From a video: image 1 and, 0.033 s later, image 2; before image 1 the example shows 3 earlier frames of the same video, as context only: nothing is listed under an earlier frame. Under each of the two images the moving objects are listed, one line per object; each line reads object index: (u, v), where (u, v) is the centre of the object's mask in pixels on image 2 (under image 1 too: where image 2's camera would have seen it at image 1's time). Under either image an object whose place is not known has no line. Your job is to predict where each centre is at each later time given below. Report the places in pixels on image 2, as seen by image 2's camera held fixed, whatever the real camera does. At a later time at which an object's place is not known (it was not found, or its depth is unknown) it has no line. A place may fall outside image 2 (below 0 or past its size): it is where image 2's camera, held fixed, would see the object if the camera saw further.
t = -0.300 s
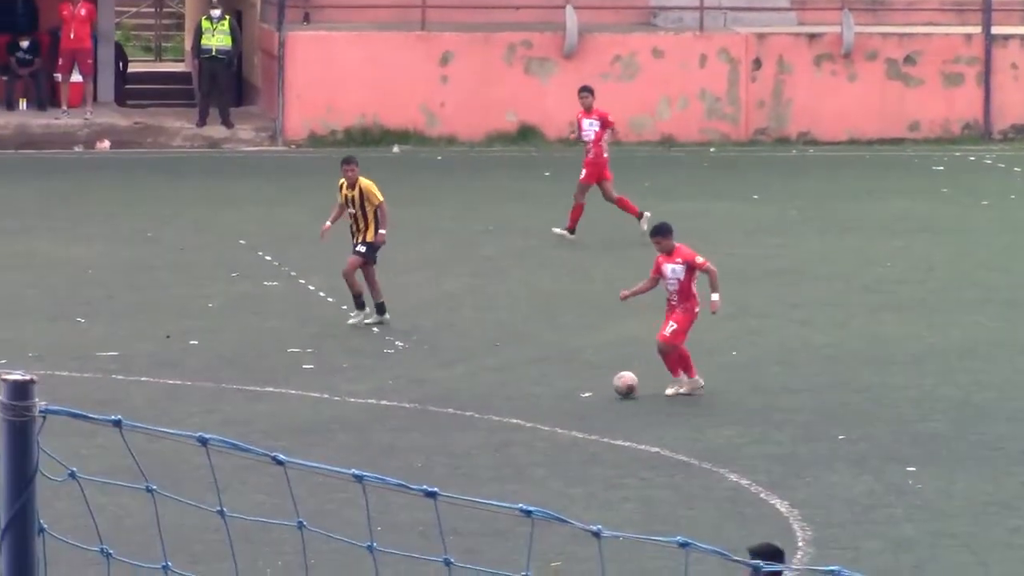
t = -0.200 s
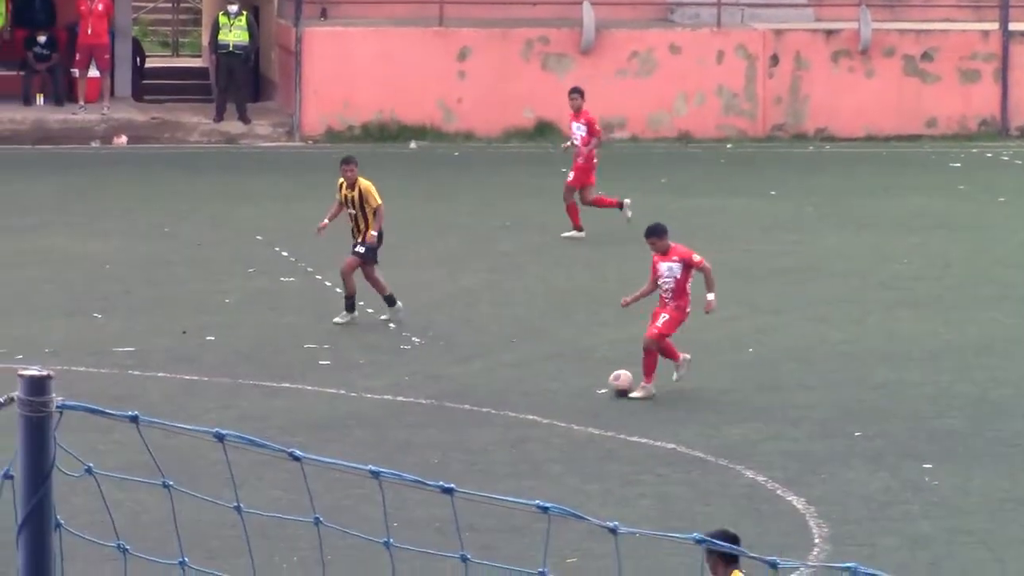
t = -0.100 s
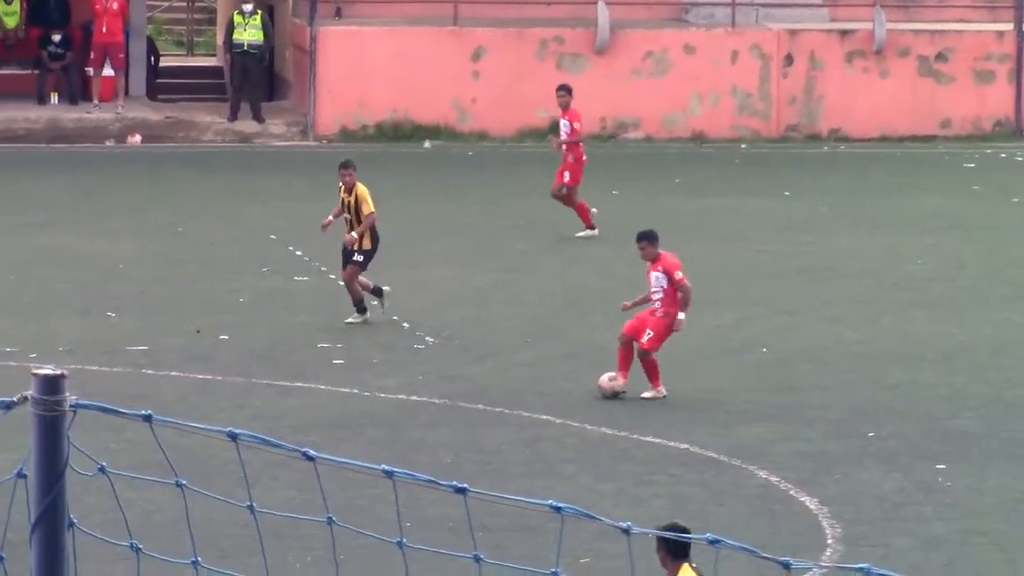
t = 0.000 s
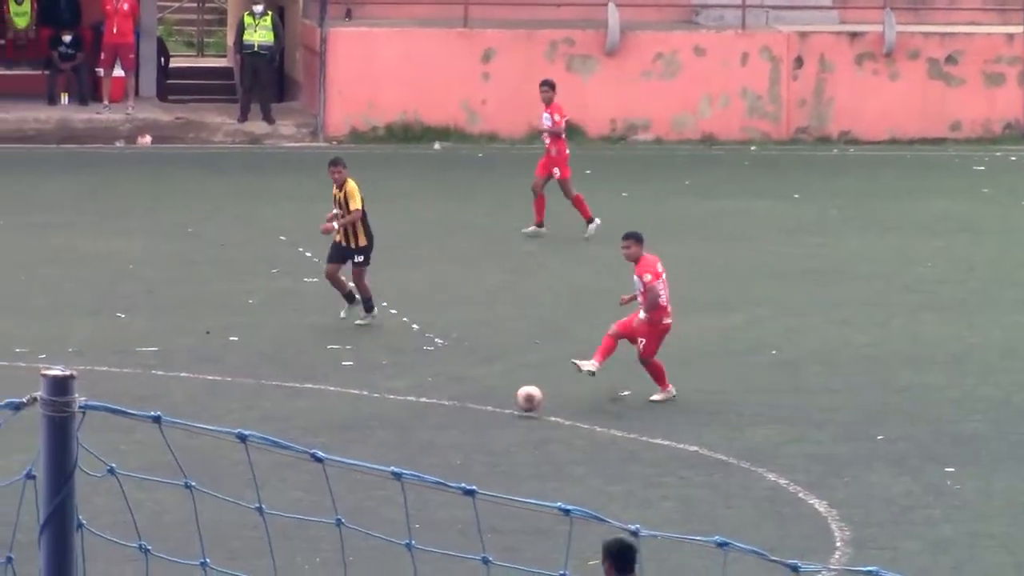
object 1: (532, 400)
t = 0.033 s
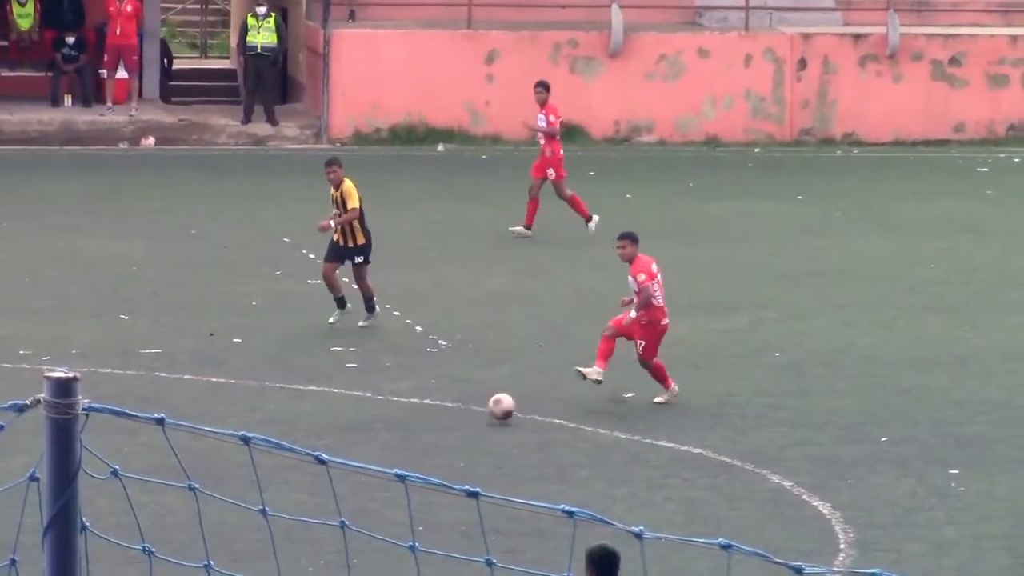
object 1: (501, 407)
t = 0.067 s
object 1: (470, 416)
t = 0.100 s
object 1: (441, 421)
